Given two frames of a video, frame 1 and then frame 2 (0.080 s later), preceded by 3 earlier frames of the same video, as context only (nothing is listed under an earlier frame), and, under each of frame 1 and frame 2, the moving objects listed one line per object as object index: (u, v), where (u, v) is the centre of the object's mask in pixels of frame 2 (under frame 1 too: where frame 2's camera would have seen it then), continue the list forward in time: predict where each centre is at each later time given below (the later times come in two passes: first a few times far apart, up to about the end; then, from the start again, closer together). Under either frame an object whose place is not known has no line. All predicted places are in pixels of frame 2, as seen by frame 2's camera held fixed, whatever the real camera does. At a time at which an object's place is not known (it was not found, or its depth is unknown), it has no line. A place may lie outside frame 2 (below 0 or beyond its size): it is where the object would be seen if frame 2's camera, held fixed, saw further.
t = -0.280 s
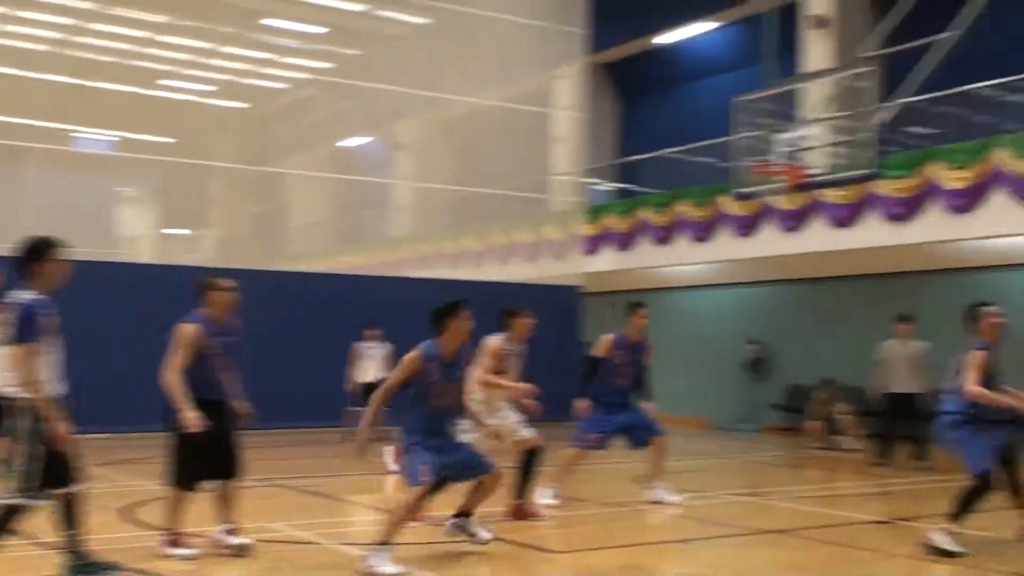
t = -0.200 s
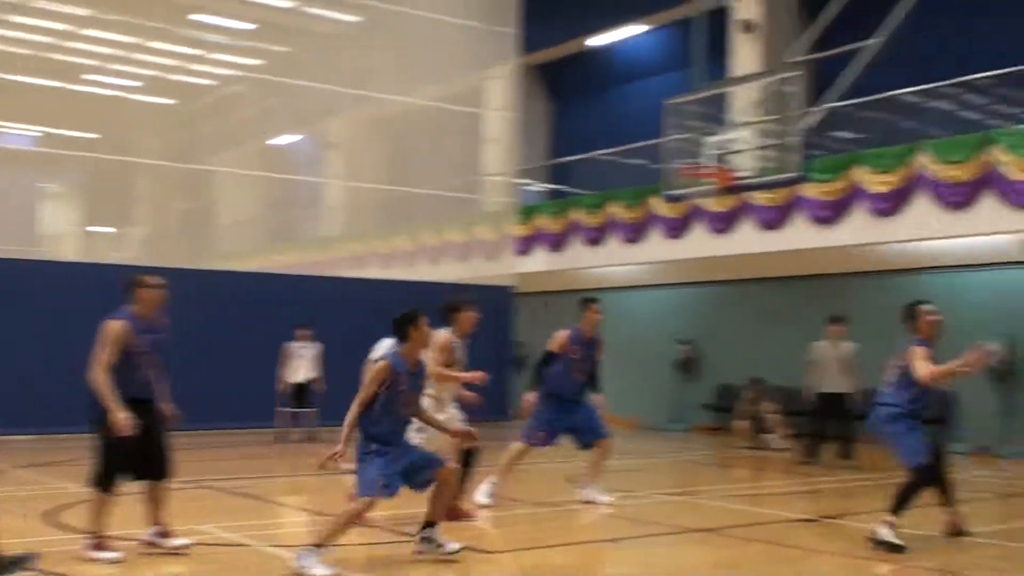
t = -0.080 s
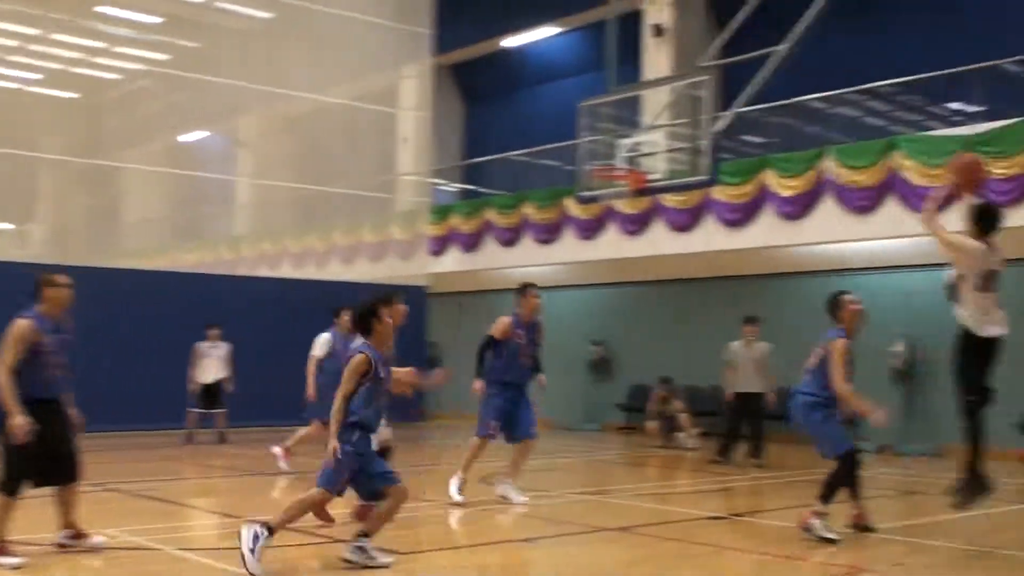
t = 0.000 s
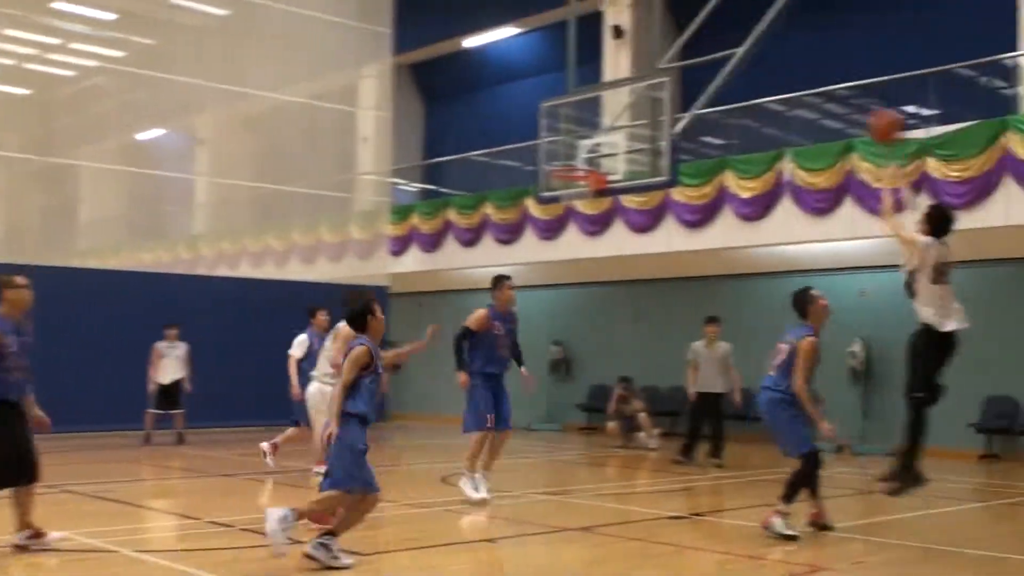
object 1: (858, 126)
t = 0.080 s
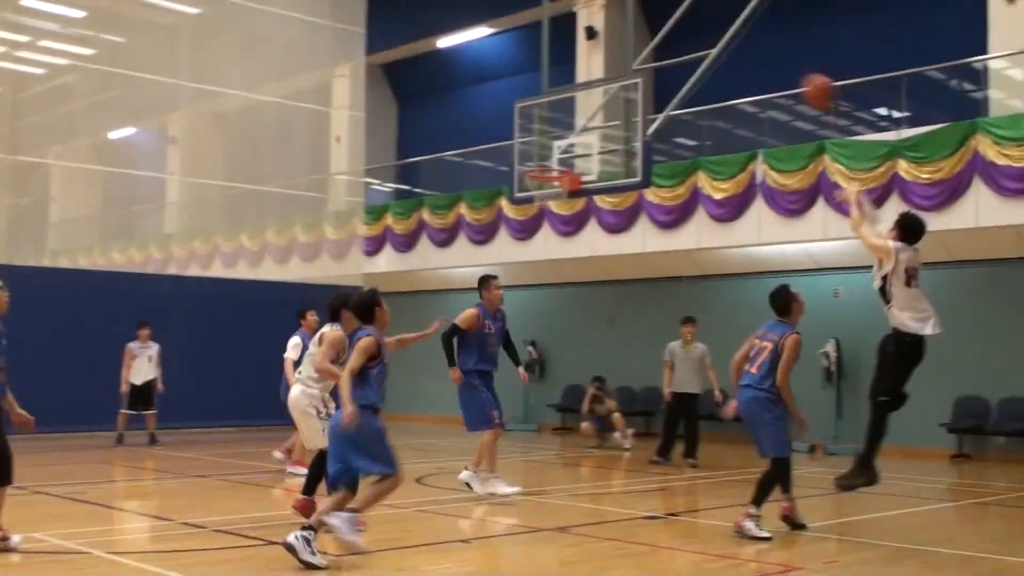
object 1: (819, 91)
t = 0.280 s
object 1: (737, 46)
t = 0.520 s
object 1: (658, 55)
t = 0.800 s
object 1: (578, 119)
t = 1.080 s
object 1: (545, 140)
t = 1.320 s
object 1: (580, 135)
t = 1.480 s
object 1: (602, 163)
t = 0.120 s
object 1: (799, 76)
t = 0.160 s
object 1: (782, 65)
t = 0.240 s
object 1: (750, 50)
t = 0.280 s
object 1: (737, 46)
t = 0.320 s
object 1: (721, 43)
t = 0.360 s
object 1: (707, 42)
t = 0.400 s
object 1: (694, 43)
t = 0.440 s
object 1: (681, 46)
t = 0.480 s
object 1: (669, 50)
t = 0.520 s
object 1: (658, 55)
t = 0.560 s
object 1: (647, 62)
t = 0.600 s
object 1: (636, 71)
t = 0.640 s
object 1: (626, 82)
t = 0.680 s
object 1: (615, 93)
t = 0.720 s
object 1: (605, 102)
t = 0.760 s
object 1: (591, 110)
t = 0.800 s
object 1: (578, 119)
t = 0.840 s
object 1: (565, 127)
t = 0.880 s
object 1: (552, 140)
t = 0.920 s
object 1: (540, 153)
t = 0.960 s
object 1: (531, 163)
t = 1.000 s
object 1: (535, 155)
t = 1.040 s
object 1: (541, 147)
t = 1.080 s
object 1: (545, 140)
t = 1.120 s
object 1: (551, 136)
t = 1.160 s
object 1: (558, 132)
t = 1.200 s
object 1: (563, 130)
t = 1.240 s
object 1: (568, 131)
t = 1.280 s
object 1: (574, 132)
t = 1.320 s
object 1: (580, 135)
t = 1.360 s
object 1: (585, 140)
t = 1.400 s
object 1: (591, 146)
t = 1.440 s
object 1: (596, 154)
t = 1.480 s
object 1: (602, 163)
